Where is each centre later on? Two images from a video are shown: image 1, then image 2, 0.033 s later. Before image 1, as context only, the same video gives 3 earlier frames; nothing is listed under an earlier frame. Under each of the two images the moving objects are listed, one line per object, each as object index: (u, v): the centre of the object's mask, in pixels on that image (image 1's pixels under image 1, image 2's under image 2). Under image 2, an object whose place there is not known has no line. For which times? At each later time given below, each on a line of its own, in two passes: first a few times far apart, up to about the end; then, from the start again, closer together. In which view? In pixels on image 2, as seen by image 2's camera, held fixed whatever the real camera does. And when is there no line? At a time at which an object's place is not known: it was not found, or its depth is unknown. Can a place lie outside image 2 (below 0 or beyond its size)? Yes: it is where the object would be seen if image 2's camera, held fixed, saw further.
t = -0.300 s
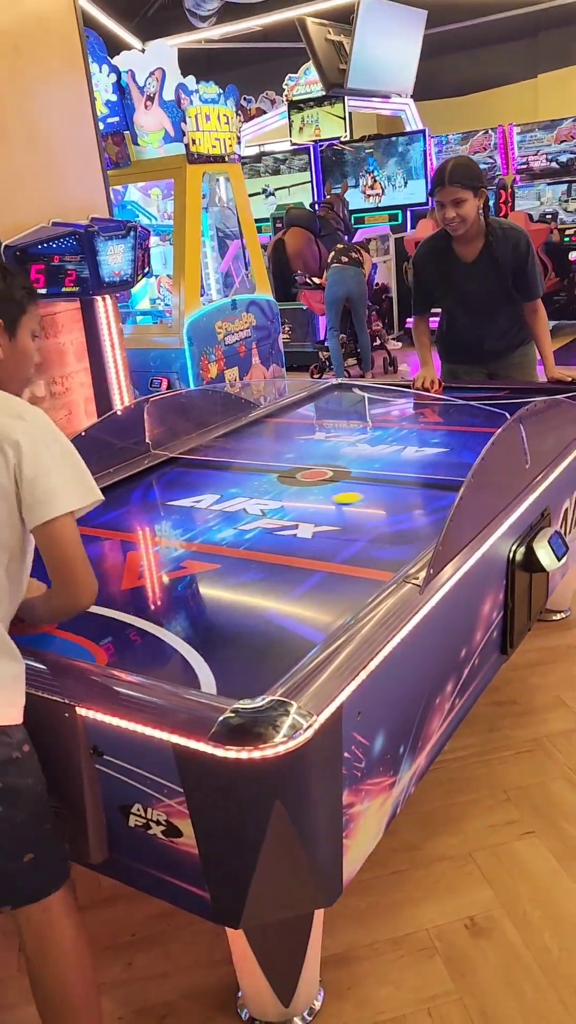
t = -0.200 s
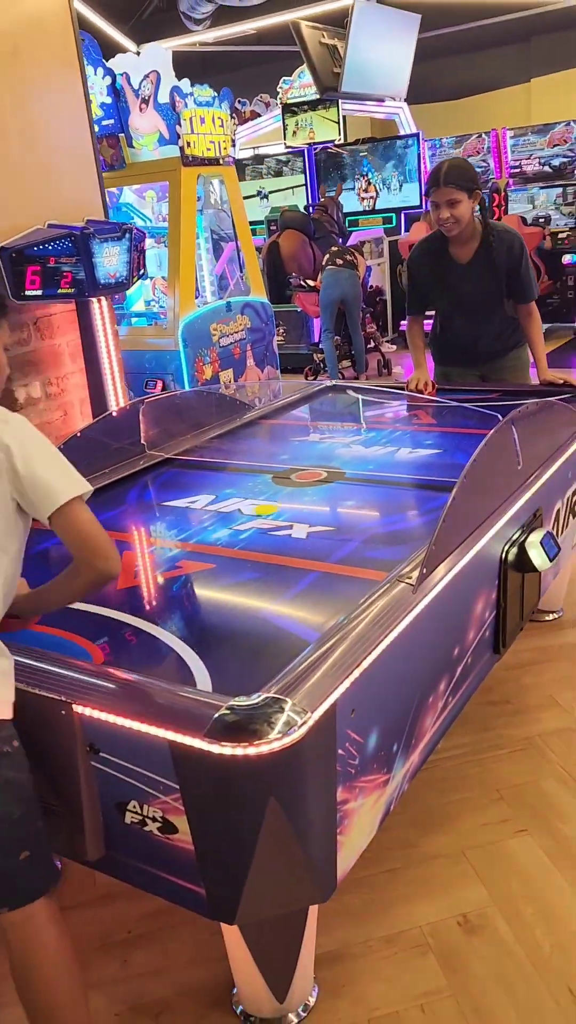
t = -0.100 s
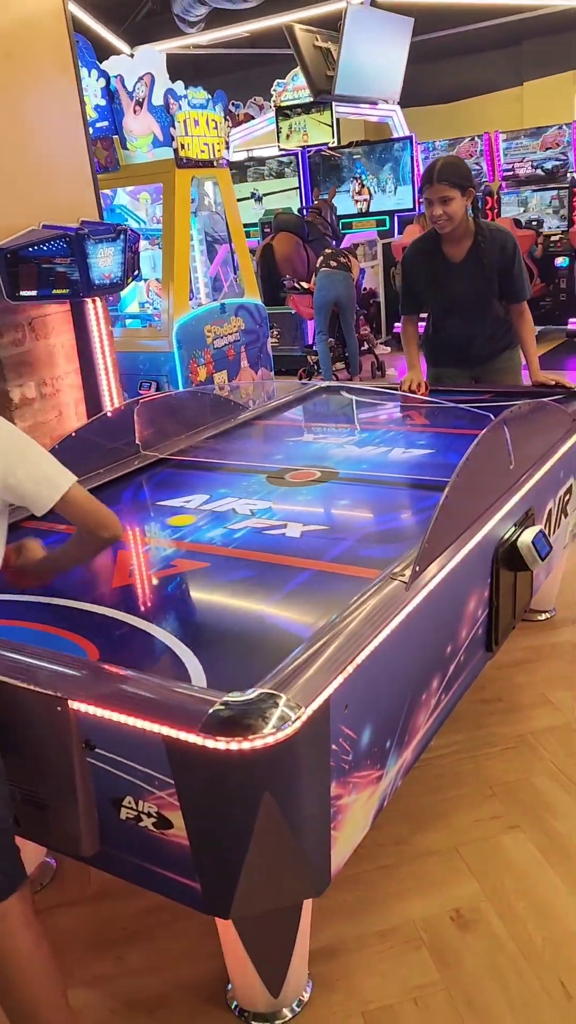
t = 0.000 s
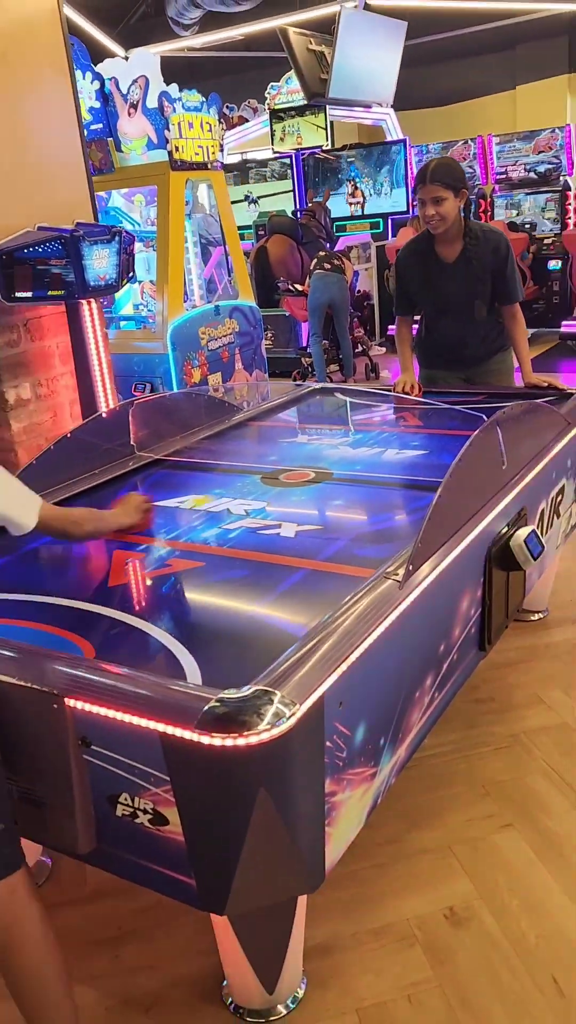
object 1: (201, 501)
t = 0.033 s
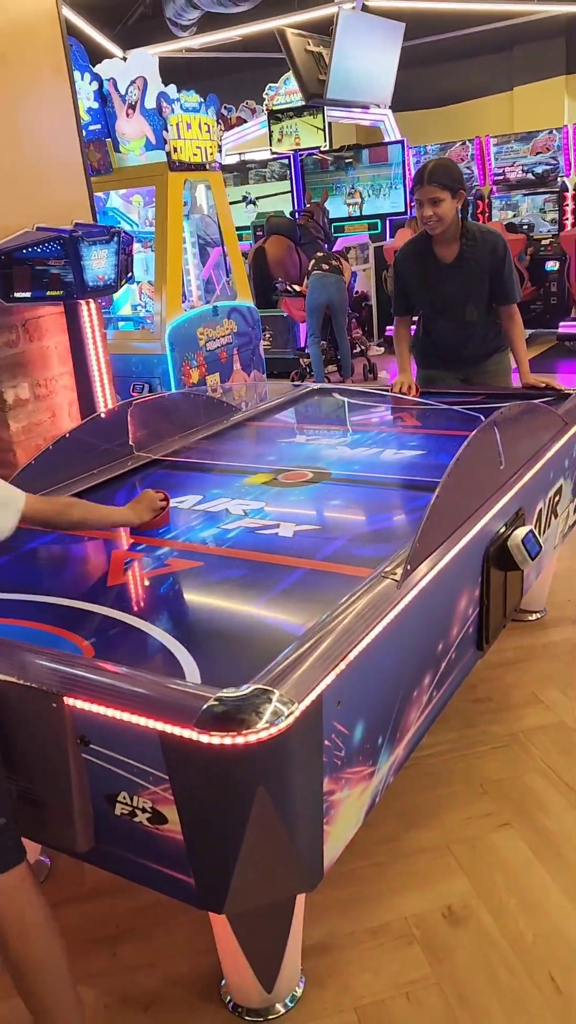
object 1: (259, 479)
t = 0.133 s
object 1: (403, 427)
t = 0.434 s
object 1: (424, 485)
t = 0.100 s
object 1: (358, 443)
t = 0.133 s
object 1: (403, 427)
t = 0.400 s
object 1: (437, 466)
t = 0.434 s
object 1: (424, 485)
